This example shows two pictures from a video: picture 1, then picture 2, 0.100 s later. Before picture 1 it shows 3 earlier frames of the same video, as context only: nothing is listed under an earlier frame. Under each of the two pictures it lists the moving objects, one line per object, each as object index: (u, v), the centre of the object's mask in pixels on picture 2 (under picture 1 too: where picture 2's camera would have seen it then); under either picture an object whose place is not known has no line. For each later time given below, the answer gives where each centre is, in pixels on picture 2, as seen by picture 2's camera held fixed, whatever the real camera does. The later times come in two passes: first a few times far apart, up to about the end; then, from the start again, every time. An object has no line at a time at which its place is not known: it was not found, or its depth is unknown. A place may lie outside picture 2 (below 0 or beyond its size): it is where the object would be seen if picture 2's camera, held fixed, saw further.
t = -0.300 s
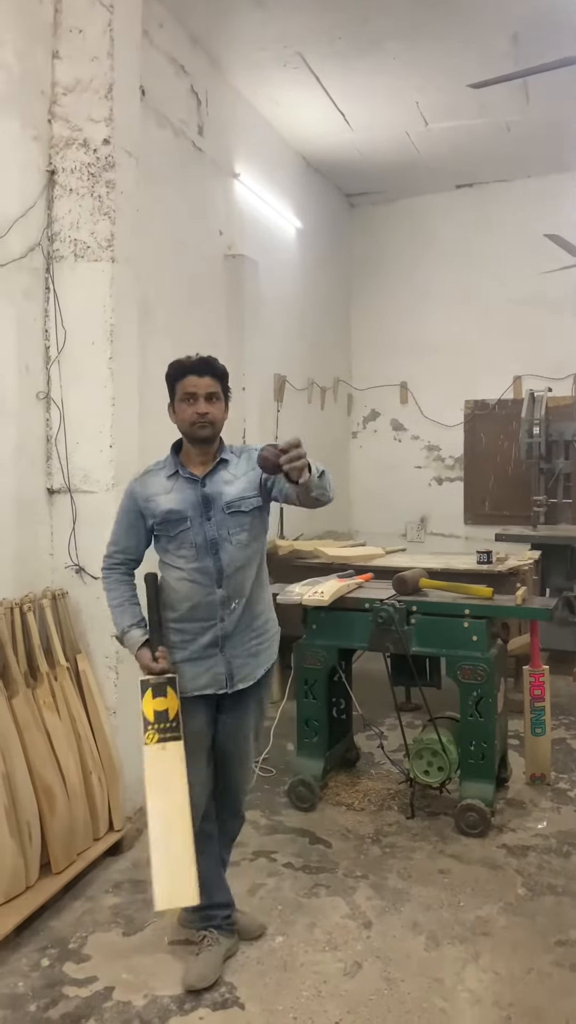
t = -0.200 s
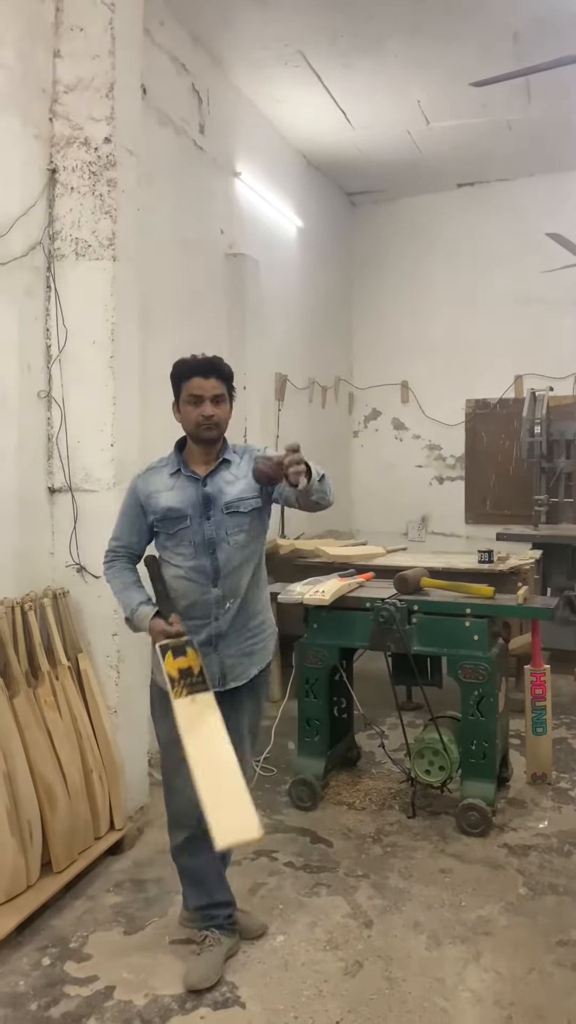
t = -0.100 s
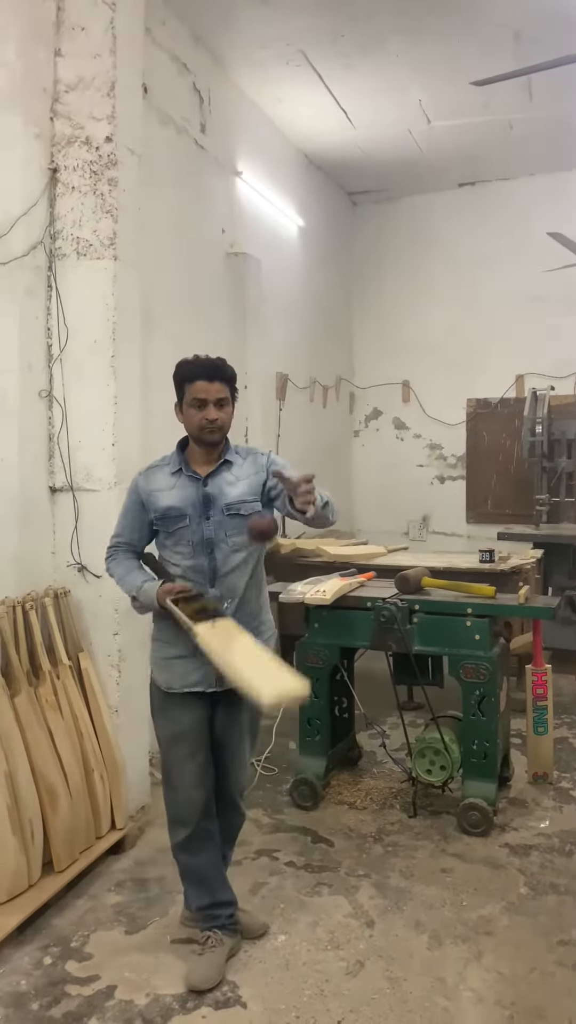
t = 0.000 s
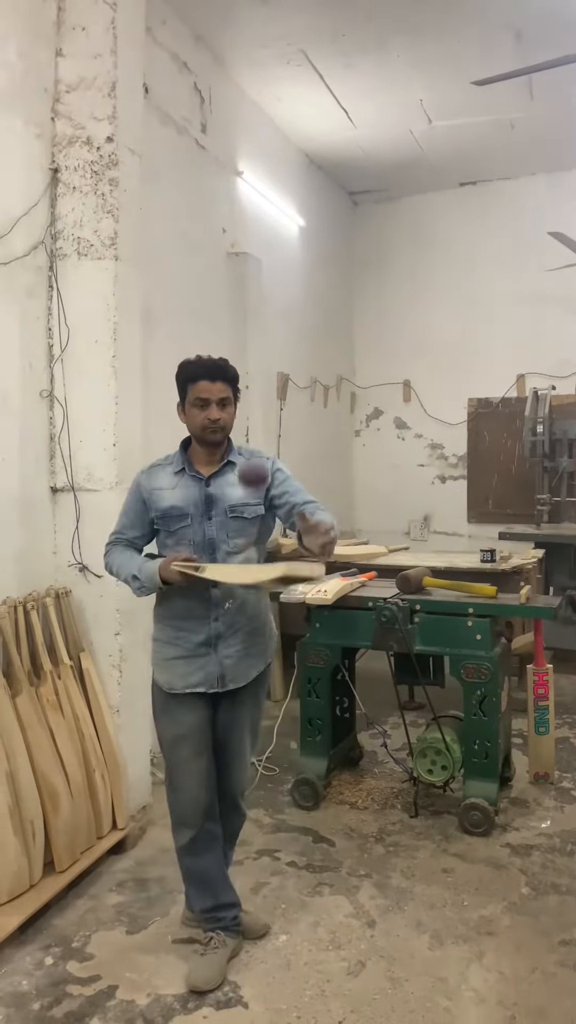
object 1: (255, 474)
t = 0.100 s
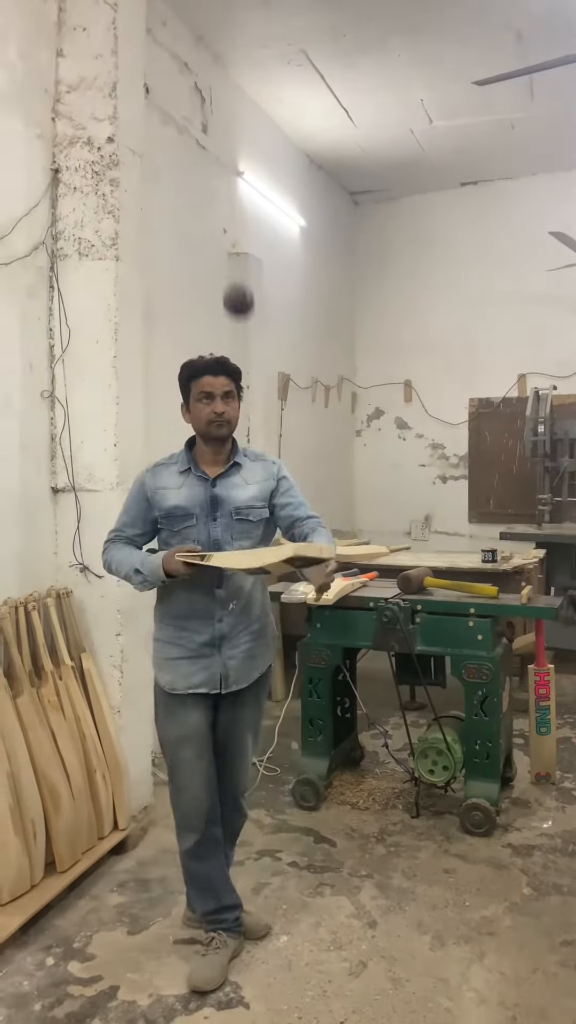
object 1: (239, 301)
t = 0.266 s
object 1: (214, 111)
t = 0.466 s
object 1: (188, 53)
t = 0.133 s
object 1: (233, 254)
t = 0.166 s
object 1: (229, 210)
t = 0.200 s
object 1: (223, 170)
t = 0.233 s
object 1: (218, 138)
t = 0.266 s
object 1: (214, 111)
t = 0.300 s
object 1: (209, 88)
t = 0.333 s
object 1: (205, 71)
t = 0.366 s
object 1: (200, 59)
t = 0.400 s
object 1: (196, 52)
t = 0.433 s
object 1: (192, 50)
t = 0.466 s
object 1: (188, 53)
